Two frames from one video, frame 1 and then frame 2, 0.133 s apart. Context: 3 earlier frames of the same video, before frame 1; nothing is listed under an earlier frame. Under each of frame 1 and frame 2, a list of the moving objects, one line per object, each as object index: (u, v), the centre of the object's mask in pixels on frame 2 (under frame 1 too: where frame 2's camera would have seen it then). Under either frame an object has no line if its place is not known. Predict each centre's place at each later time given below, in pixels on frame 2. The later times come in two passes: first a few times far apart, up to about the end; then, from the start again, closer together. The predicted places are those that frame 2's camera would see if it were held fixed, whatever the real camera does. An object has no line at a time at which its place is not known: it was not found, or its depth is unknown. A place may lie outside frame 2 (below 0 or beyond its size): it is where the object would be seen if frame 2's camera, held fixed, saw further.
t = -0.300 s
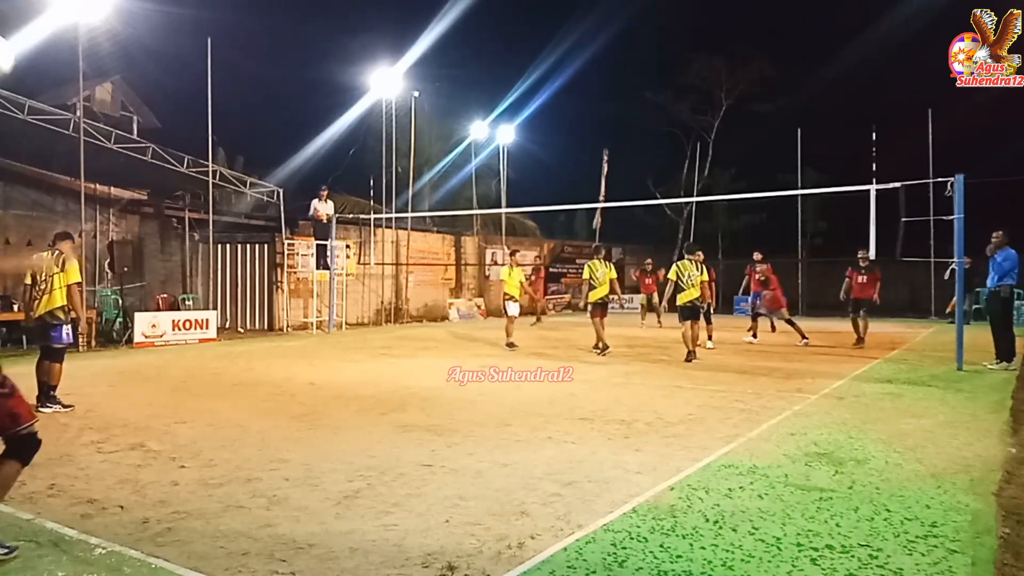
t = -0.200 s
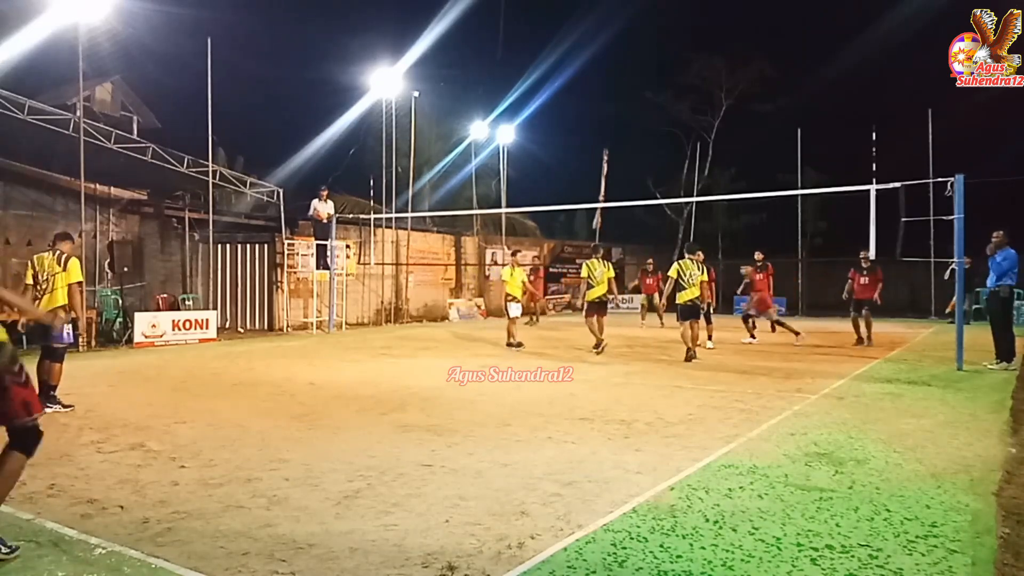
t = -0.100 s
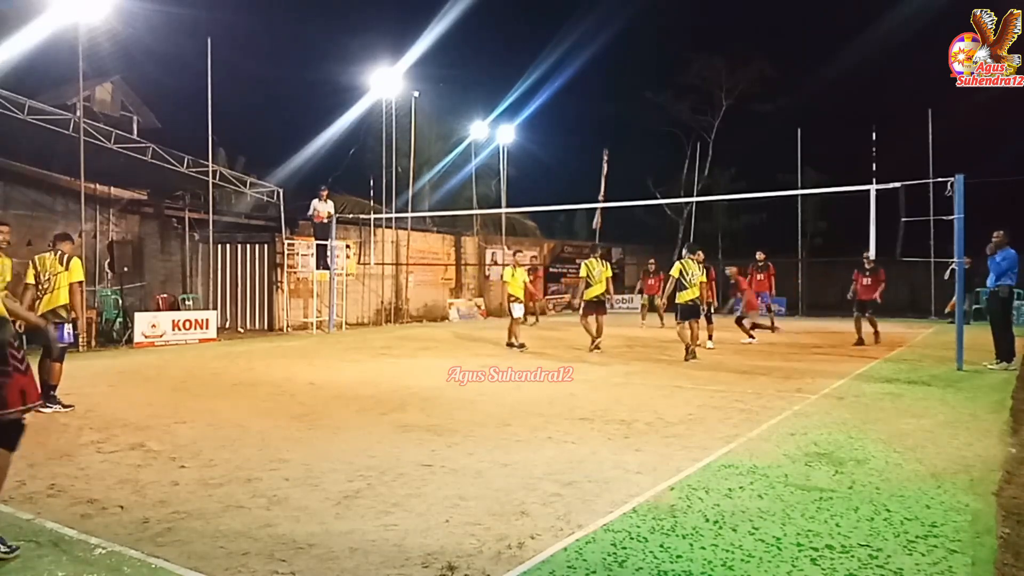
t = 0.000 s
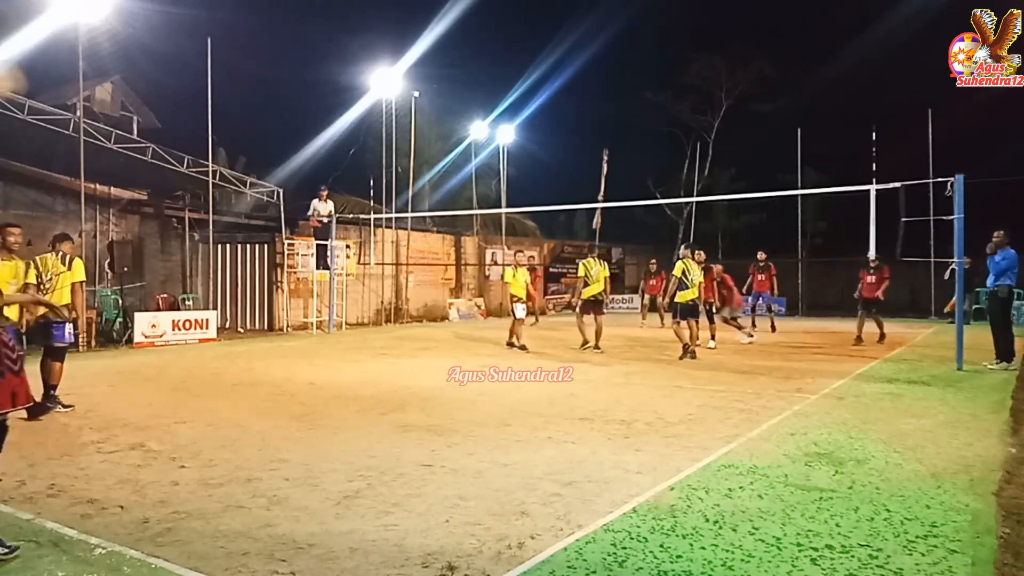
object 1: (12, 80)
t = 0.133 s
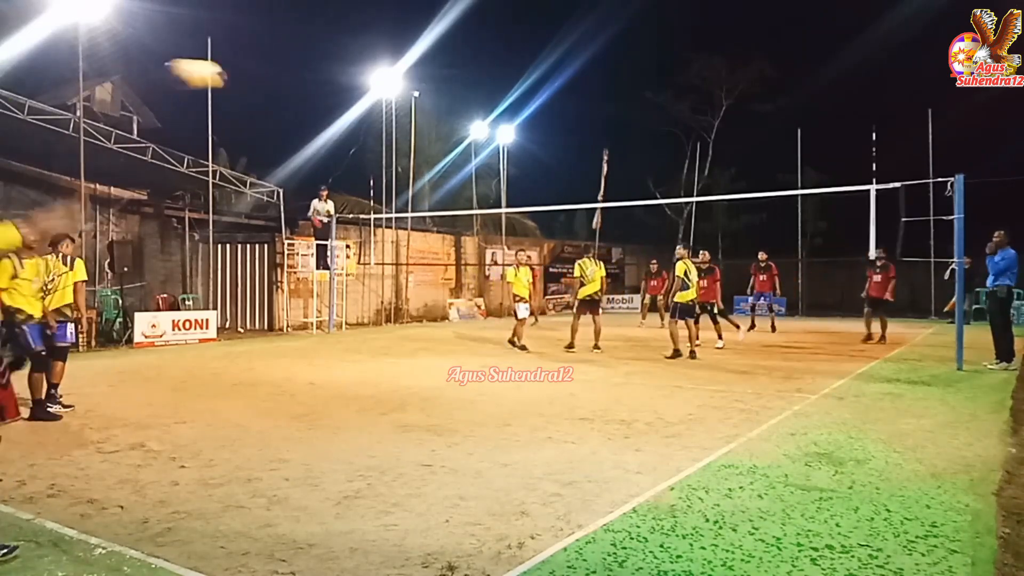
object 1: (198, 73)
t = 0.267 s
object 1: (306, 88)
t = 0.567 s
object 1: (417, 146)
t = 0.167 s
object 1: (233, 76)
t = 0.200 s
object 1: (261, 79)
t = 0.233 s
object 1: (284, 83)
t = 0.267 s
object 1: (306, 88)
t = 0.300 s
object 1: (324, 92)
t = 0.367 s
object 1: (355, 103)
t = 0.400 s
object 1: (373, 112)
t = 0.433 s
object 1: (381, 117)
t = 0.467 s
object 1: (392, 125)
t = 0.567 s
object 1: (417, 146)
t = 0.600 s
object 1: (425, 154)
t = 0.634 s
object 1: (431, 161)
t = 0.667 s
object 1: (437, 168)
